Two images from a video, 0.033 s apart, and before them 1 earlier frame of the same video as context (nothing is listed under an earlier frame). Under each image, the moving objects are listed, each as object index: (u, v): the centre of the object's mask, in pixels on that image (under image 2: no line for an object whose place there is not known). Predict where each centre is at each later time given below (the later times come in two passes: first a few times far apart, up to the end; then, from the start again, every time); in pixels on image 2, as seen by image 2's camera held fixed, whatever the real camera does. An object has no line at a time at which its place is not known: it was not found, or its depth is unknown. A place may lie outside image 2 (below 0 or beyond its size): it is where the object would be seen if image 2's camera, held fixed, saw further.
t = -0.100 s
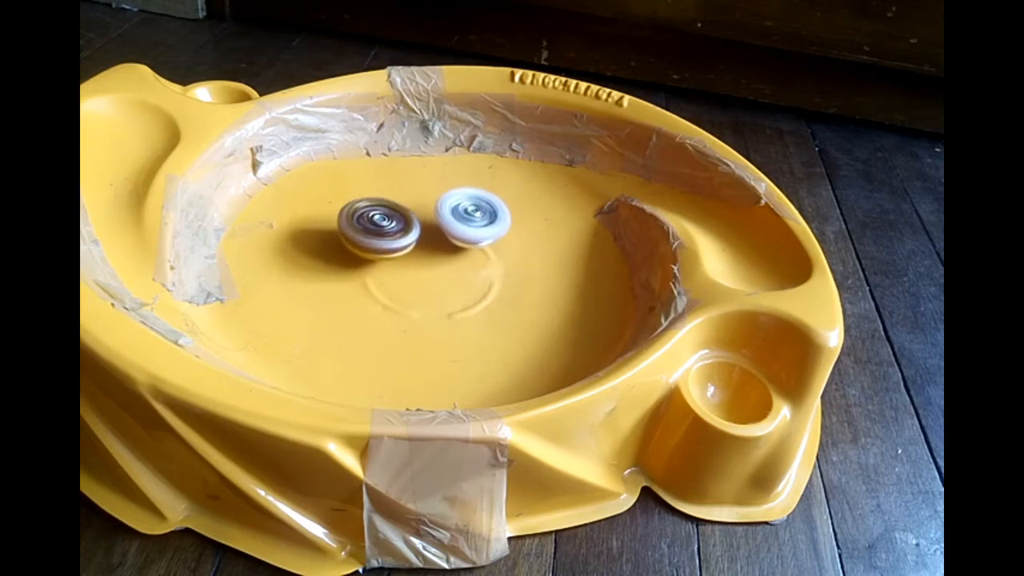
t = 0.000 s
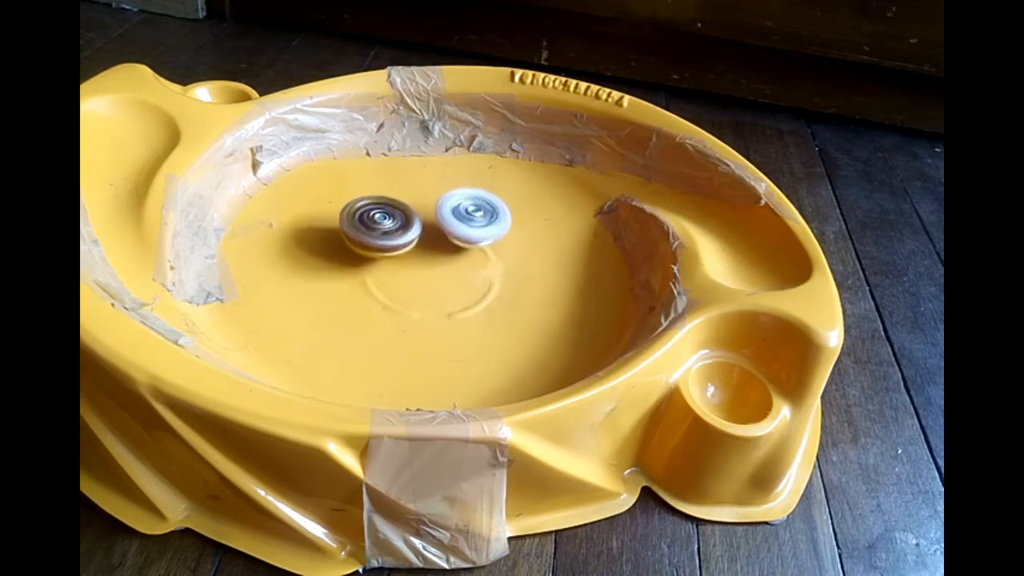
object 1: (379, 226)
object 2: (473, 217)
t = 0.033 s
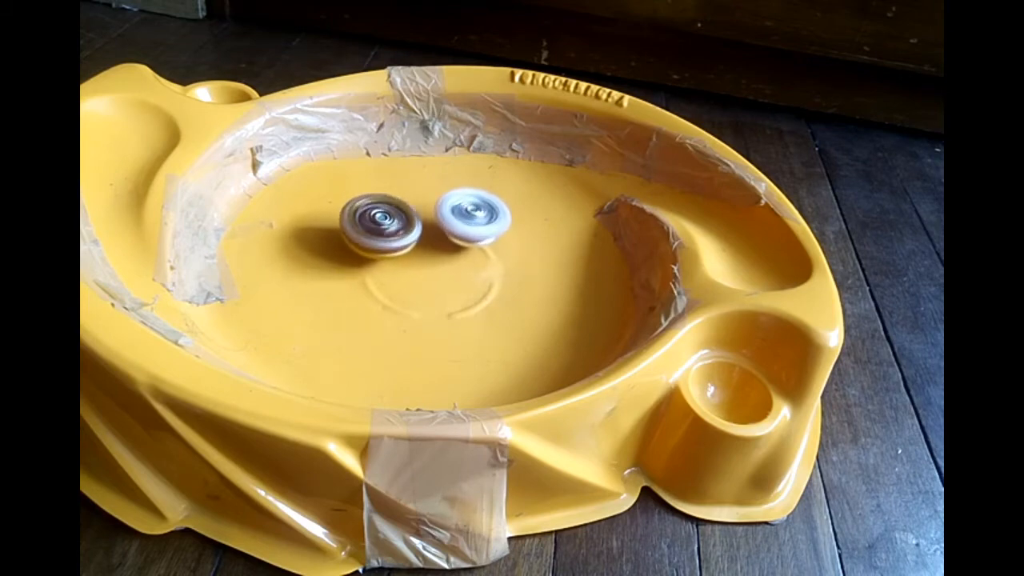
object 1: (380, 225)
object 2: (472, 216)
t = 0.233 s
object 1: (387, 221)
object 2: (472, 216)
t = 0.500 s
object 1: (374, 225)
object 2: (476, 221)
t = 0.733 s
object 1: (356, 239)
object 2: (470, 218)
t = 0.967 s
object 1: (356, 239)
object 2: (465, 215)
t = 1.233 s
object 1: (365, 234)
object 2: (458, 216)
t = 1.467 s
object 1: (370, 234)
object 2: (463, 221)
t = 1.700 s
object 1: (366, 229)
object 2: (475, 221)
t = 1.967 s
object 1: (358, 238)
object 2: (468, 217)
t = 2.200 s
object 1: (364, 231)
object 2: (459, 216)
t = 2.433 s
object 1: (359, 234)
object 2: (451, 222)
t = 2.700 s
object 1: (335, 249)
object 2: (499, 227)
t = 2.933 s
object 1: (324, 256)
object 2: (538, 239)
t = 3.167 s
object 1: (333, 261)
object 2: (542, 229)
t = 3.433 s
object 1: (376, 278)
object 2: (520, 242)
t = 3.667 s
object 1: (372, 278)
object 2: (466, 253)
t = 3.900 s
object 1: (369, 282)
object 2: (432, 241)
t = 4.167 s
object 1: (376, 277)
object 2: (427, 230)
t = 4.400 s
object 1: (383, 279)
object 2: (446, 226)
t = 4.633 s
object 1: (382, 278)
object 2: (439, 225)
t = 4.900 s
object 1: (381, 278)
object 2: (439, 225)
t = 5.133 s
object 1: (381, 278)
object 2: (441, 225)
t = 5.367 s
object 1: (381, 278)
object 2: (441, 225)
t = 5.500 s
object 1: (381, 278)
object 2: (444, 226)
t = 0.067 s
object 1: (380, 224)
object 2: (473, 216)
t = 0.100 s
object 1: (380, 223)
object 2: (472, 216)
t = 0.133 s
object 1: (381, 222)
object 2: (472, 216)
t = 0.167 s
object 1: (382, 221)
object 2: (472, 216)
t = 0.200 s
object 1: (385, 221)
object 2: (471, 215)
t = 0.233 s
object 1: (387, 221)
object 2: (472, 216)
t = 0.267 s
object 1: (389, 220)
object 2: (471, 216)
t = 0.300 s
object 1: (390, 221)
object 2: (470, 215)
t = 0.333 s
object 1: (392, 220)
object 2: (471, 215)
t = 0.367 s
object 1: (388, 221)
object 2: (473, 215)
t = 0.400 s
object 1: (383, 221)
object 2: (476, 215)
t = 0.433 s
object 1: (379, 222)
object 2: (477, 217)
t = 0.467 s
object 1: (375, 223)
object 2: (477, 220)
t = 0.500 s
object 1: (374, 225)
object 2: (476, 221)
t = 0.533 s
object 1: (373, 227)
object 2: (475, 222)
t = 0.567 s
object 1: (371, 229)
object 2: (477, 222)
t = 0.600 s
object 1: (368, 233)
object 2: (477, 221)
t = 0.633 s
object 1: (365, 236)
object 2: (476, 221)
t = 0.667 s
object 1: (362, 237)
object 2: (474, 220)
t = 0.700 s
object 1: (360, 240)
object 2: (473, 219)
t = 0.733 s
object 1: (356, 239)
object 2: (470, 218)
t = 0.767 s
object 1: (355, 240)
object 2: (469, 217)
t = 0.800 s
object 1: (352, 239)
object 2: (467, 217)
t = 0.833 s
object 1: (352, 239)
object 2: (466, 216)
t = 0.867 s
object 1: (352, 239)
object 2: (466, 216)
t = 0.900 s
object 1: (353, 238)
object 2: (465, 215)
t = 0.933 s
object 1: (355, 240)
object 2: (466, 215)
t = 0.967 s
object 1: (356, 239)
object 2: (465, 215)
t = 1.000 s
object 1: (358, 240)
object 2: (465, 215)
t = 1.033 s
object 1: (358, 239)
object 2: (464, 215)
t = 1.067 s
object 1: (359, 239)
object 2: (464, 214)
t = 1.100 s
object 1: (359, 238)
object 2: (463, 215)
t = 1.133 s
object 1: (360, 237)
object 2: (461, 215)
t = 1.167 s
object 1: (361, 236)
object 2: (460, 215)
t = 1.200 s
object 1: (363, 234)
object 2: (458, 215)
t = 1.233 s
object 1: (365, 234)
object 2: (458, 216)
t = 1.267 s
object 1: (365, 232)
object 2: (456, 217)
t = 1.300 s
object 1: (368, 231)
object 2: (456, 218)
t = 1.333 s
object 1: (371, 229)
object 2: (454, 219)
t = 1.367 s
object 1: (374, 228)
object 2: (454, 220)
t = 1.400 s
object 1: (375, 230)
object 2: (456, 220)
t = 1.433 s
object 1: (372, 231)
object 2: (460, 220)
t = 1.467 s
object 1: (370, 234)
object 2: (463, 221)
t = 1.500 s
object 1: (366, 234)
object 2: (466, 220)
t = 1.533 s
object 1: (365, 233)
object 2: (468, 221)
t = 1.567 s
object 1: (363, 233)
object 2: (472, 220)
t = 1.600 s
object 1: (362, 231)
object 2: (474, 220)
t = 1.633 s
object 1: (363, 231)
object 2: (476, 219)
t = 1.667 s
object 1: (364, 229)
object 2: (476, 219)
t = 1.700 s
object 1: (366, 229)
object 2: (475, 221)
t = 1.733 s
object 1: (369, 229)
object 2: (474, 222)
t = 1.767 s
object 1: (367, 230)
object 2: (472, 222)
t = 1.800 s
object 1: (364, 234)
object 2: (472, 222)
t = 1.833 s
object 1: (362, 237)
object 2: (472, 220)
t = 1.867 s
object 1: (360, 237)
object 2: (471, 220)
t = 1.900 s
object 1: (360, 238)
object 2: (470, 219)
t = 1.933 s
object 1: (359, 239)
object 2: (469, 218)
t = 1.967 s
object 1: (358, 238)
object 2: (468, 217)
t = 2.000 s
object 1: (358, 238)
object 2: (466, 217)
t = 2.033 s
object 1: (358, 237)
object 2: (466, 217)
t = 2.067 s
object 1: (358, 236)
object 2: (465, 217)
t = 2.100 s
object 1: (359, 233)
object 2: (465, 216)
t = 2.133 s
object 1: (360, 232)
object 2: (463, 216)
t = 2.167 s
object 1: (361, 231)
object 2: (461, 215)
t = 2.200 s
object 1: (364, 231)
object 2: (459, 216)
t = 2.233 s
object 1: (362, 232)
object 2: (457, 216)
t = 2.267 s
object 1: (361, 234)
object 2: (455, 217)
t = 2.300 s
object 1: (361, 238)
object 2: (454, 217)
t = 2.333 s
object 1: (359, 240)
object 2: (452, 219)
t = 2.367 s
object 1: (357, 236)
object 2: (452, 219)
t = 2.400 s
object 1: (359, 235)
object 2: (451, 221)
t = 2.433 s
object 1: (359, 234)
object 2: (451, 222)
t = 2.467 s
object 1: (362, 232)
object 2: (451, 224)
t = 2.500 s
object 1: (368, 235)
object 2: (452, 225)
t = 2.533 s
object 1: (374, 231)
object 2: (452, 227)
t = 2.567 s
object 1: (378, 234)
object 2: (455, 229)
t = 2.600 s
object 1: (370, 239)
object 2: (464, 229)
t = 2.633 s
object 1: (358, 242)
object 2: (475, 229)
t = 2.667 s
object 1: (345, 247)
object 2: (486, 227)
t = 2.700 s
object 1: (335, 249)
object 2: (499, 227)
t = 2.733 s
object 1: (328, 253)
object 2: (510, 231)
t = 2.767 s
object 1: (322, 255)
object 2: (518, 235)
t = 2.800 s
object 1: (321, 257)
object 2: (524, 238)
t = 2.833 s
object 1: (322, 254)
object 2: (527, 239)
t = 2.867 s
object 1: (323, 254)
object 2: (531, 239)
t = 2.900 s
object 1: (323, 255)
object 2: (536, 239)
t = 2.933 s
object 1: (324, 256)
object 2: (538, 239)
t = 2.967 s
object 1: (328, 259)
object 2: (538, 239)
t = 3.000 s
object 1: (330, 263)
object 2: (540, 238)
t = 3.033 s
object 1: (327, 265)
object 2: (542, 237)
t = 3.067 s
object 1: (324, 267)
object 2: (544, 234)
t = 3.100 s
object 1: (322, 269)
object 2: (546, 233)
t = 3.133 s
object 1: (323, 267)
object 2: (546, 230)
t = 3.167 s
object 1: (333, 261)
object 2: (542, 229)
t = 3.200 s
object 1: (338, 264)
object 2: (540, 232)
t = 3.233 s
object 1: (344, 267)
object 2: (541, 233)
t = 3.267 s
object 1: (351, 269)
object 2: (539, 230)
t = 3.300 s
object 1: (354, 271)
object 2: (533, 231)
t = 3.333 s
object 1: (358, 273)
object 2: (530, 234)
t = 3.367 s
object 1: (368, 269)
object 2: (529, 235)
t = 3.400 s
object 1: (373, 272)
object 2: (523, 236)
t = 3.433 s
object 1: (376, 278)
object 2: (520, 242)
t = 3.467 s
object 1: (377, 279)
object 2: (515, 243)
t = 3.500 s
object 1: (377, 282)
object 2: (509, 247)
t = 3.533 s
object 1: (377, 283)
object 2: (502, 249)
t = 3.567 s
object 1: (374, 283)
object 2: (495, 252)
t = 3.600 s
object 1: (372, 282)
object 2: (487, 252)
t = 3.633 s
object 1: (373, 278)
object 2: (477, 252)
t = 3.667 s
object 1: (372, 278)
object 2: (466, 253)
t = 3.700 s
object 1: (369, 280)
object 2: (458, 254)
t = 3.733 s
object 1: (365, 282)
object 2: (451, 251)
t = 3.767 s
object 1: (360, 282)
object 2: (442, 251)
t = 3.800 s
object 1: (360, 282)
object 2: (437, 249)
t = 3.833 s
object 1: (362, 282)
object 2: (435, 248)
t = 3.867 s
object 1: (367, 283)
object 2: (433, 244)
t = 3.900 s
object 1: (369, 282)
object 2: (432, 241)
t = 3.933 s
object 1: (370, 283)
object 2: (430, 239)
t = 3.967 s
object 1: (371, 281)
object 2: (426, 239)
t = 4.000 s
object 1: (371, 281)
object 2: (425, 238)
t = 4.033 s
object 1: (371, 281)
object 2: (424, 236)
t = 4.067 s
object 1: (372, 277)
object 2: (423, 234)
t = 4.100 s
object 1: (373, 281)
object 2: (422, 232)
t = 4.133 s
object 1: (374, 281)
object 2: (424, 231)
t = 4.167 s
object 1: (376, 277)
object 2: (427, 230)
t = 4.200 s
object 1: (378, 277)
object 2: (429, 228)
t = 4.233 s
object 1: (381, 278)
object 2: (431, 227)
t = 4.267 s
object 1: (383, 279)
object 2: (434, 226)
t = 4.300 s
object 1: (384, 280)
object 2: (437, 225)
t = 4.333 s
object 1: (384, 280)
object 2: (440, 225)
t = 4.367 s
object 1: (383, 280)
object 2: (443, 225)
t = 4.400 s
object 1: (383, 279)
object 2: (446, 226)
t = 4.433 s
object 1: (381, 278)
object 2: (447, 226)
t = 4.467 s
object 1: (379, 277)
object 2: (448, 226)
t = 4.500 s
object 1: (379, 277)
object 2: (447, 226)
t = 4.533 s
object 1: (380, 278)
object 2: (446, 226)
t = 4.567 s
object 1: (382, 278)
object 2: (444, 225)
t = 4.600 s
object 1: (382, 279)
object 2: (442, 225)
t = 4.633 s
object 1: (382, 278)
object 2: (439, 225)
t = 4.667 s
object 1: (380, 278)
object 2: (436, 225)
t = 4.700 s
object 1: (379, 278)
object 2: (435, 226)
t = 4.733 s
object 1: (380, 278)
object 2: (435, 226)
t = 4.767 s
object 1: (382, 278)
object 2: (434, 226)
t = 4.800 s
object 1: (381, 278)
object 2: (435, 226)
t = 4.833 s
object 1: (380, 278)
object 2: (436, 226)
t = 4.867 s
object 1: (380, 278)
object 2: (437, 225)
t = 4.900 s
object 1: (381, 278)
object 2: (439, 225)
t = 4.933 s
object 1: (381, 278)
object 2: (442, 225)
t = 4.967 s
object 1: (380, 278)
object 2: (444, 225)
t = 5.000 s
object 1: (380, 278)
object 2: (445, 226)
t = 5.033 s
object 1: (381, 278)
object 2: (446, 226)
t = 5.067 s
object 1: (381, 278)
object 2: (444, 225)
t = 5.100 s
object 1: (381, 278)
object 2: (443, 225)
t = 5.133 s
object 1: (381, 278)
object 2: (441, 225)
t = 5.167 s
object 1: (381, 278)
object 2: (439, 226)
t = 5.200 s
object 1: (381, 278)
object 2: (437, 225)
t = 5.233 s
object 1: (381, 278)
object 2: (436, 226)
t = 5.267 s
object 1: (381, 278)
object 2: (437, 226)
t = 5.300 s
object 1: (381, 278)
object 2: (438, 225)
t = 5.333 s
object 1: (381, 278)
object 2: (439, 225)
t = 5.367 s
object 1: (381, 278)
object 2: (441, 225)
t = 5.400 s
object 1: (381, 278)
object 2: (442, 225)
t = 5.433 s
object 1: (381, 278)
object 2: (443, 225)
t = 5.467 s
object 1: (381, 278)
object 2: (444, 226)
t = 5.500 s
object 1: (381, 278)
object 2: (444, 226)
